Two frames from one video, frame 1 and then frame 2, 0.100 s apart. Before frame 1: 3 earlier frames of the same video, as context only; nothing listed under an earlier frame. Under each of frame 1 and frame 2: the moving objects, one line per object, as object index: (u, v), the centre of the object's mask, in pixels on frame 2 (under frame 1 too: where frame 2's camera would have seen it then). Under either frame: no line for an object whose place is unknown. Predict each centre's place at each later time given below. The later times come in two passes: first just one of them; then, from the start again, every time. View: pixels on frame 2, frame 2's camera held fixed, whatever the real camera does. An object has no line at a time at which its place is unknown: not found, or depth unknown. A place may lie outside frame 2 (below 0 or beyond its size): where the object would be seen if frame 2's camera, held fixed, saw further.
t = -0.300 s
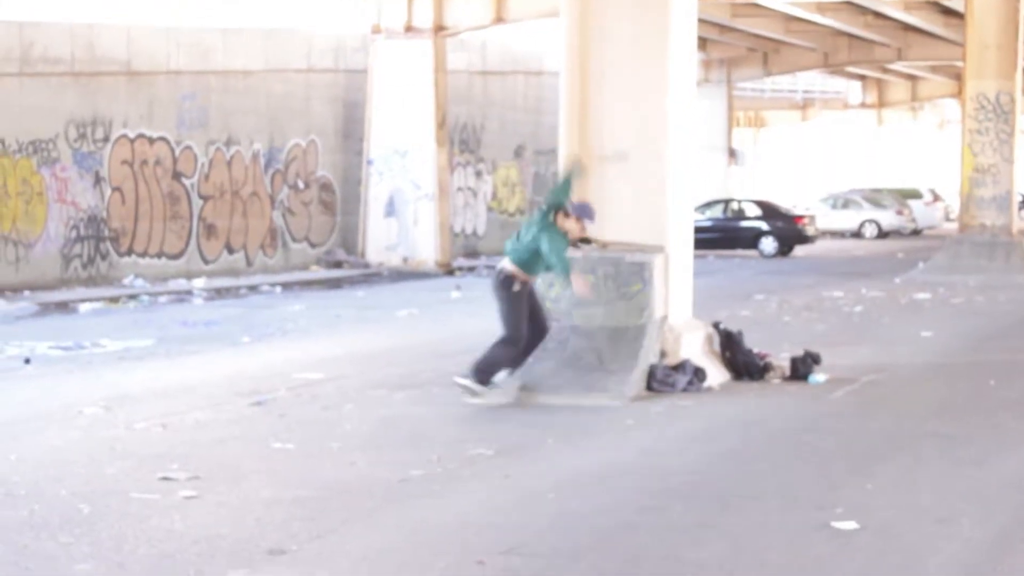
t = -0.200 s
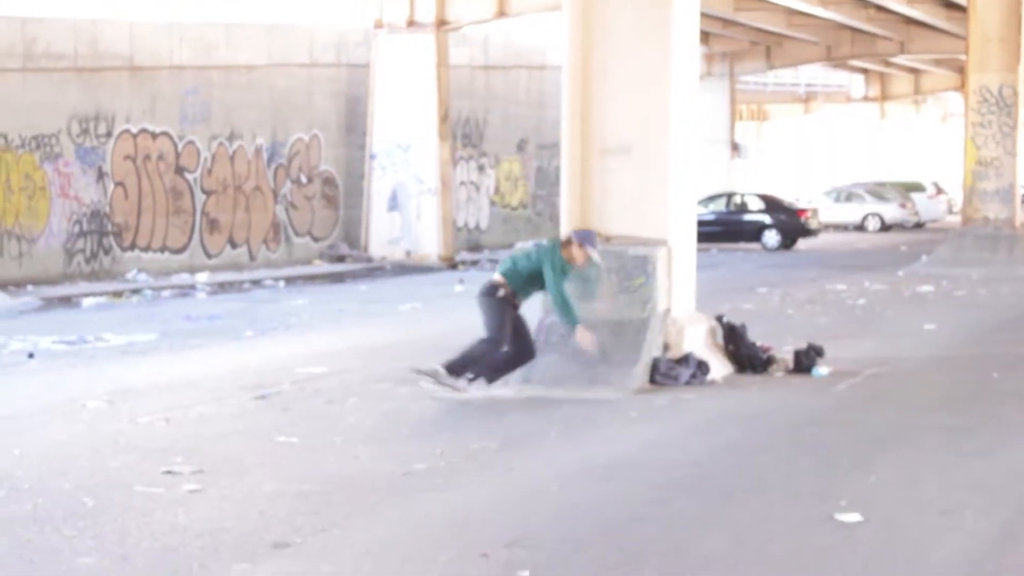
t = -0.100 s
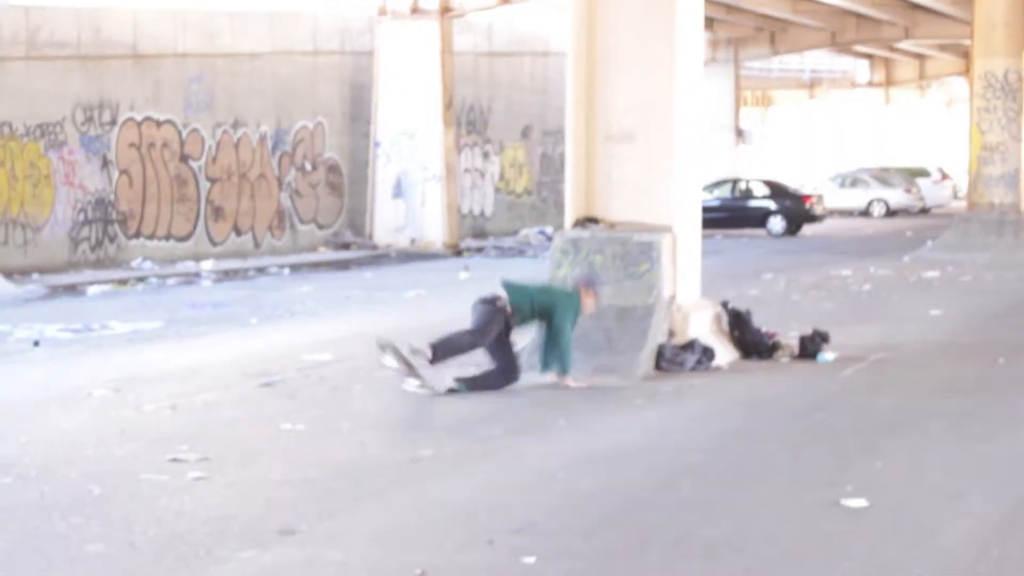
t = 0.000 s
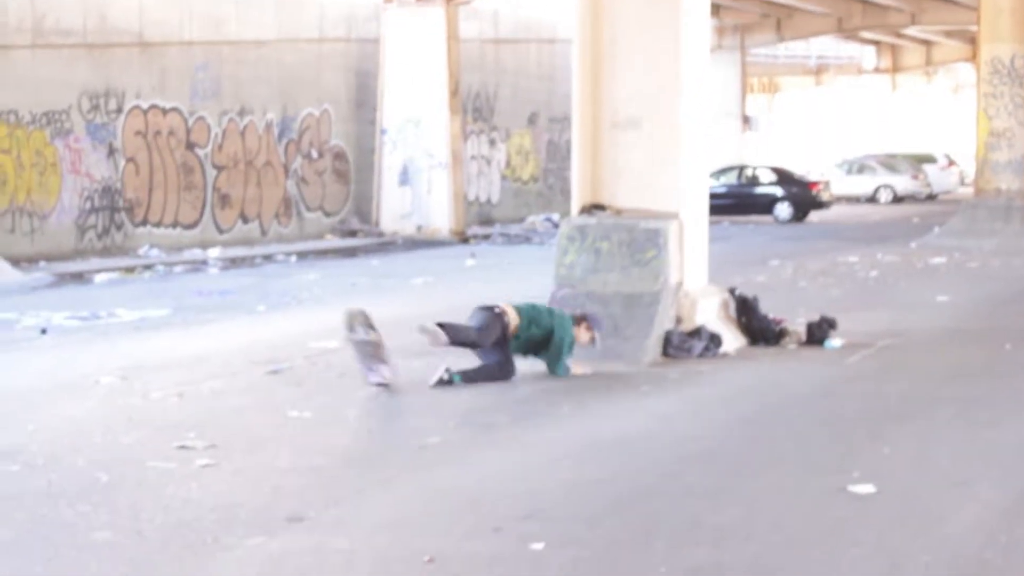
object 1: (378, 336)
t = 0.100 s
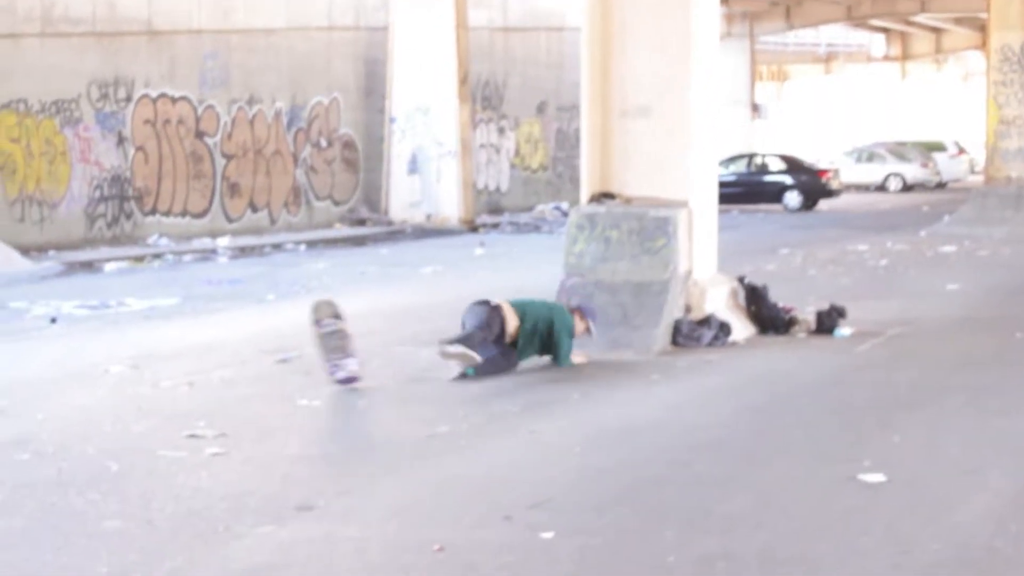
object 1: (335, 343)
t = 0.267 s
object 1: (260, 374)
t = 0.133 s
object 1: (320, 346)
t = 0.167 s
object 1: (304, 351)
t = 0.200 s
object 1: (289, 357)
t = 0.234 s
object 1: (274, 366)
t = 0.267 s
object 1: (260, 374)
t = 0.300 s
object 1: (248, 383)
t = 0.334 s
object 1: (228, 405)
